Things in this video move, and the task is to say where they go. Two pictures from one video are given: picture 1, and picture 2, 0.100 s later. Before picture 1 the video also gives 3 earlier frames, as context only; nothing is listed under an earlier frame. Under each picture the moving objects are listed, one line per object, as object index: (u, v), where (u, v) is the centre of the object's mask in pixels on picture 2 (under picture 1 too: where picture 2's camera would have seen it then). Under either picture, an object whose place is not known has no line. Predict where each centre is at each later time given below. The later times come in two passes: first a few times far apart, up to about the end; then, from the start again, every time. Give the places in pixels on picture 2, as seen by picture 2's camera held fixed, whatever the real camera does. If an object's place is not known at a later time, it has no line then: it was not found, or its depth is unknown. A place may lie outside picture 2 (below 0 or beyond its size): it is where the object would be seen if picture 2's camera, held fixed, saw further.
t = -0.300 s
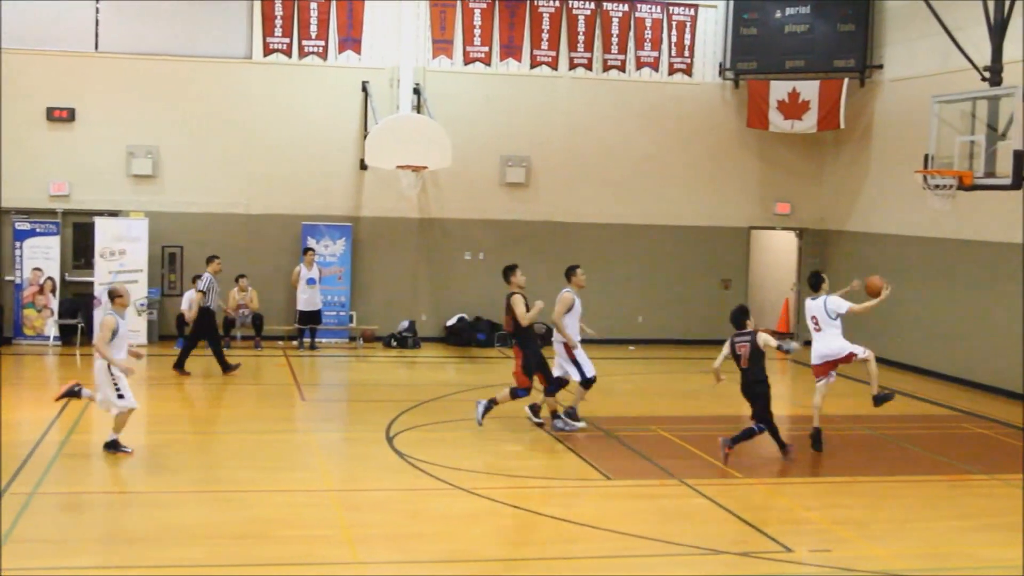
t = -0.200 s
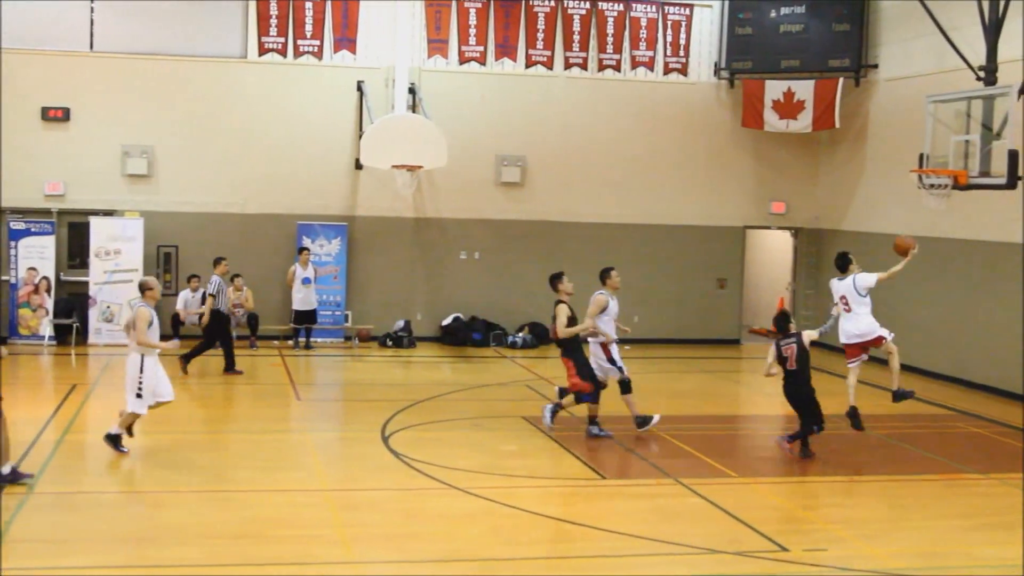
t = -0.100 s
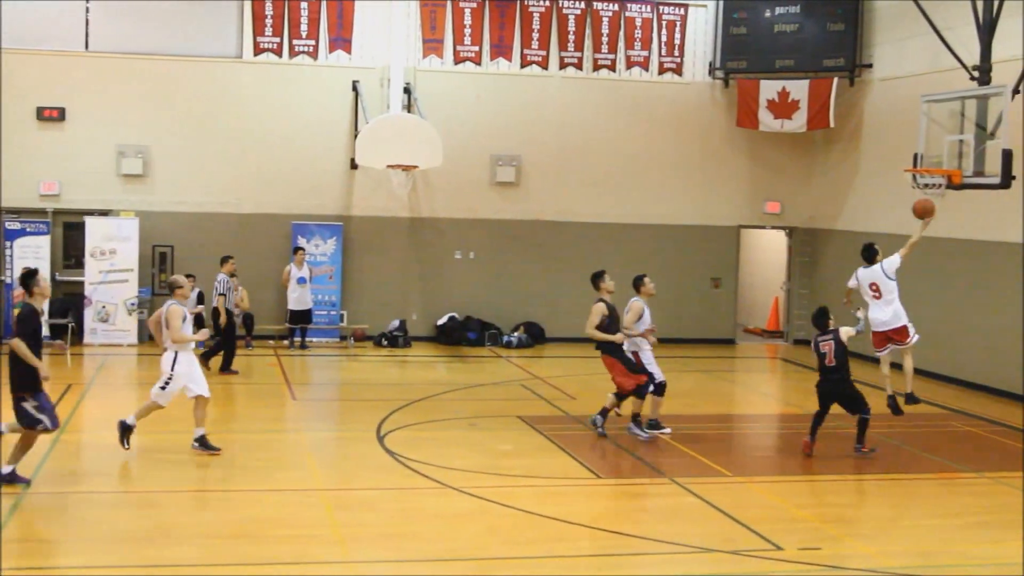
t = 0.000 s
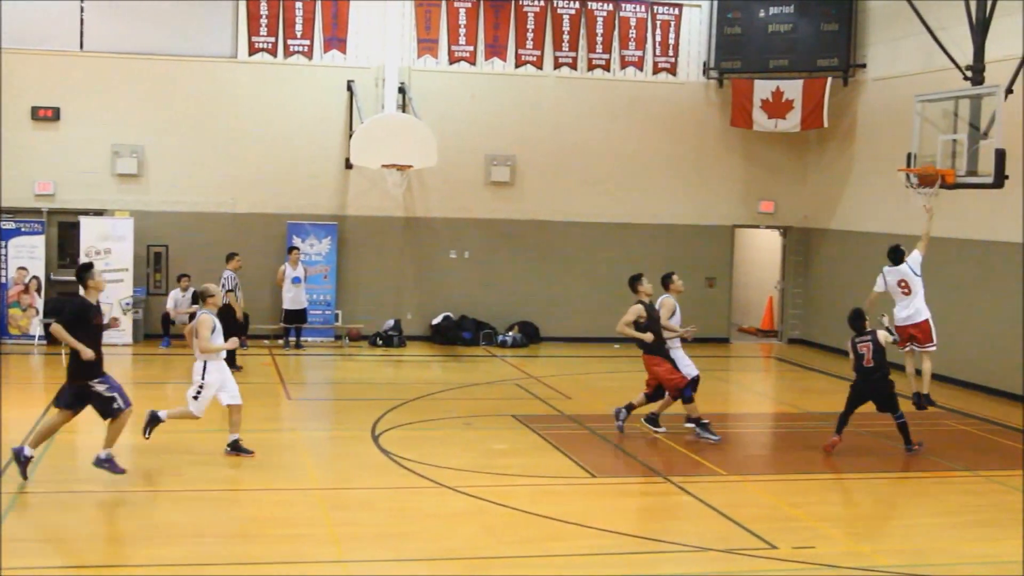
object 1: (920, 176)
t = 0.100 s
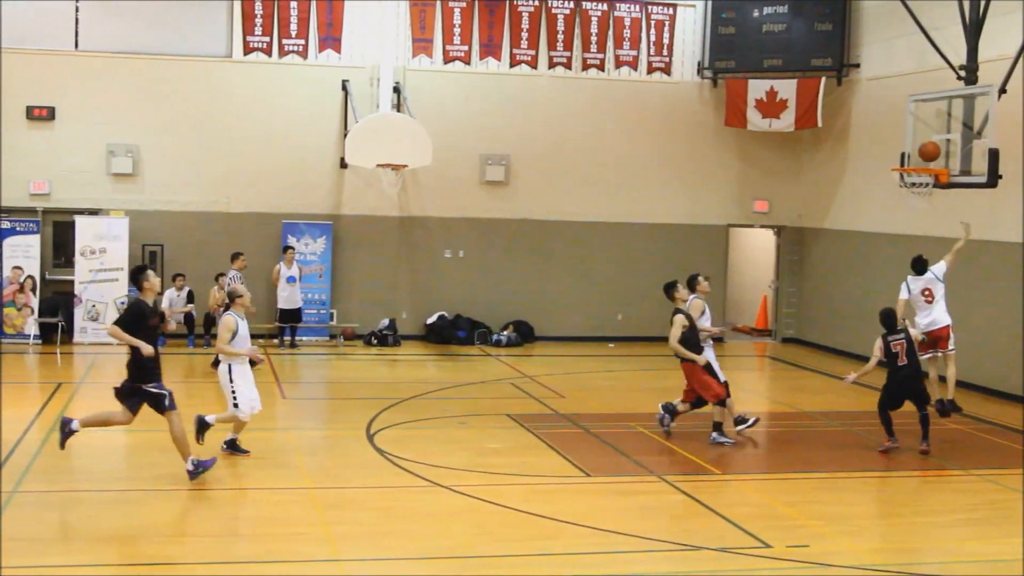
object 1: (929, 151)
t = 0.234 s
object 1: (940, 134)
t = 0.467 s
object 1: (906, 136)
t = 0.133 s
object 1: (932, 146)
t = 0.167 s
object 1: (934, 141)
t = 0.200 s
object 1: (937, 137)
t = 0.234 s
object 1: (940, 134)
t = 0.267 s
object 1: (940, 132)
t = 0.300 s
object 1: (934, 130)
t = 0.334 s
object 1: (928, 129)
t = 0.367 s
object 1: (923, 130)
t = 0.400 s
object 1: (917, 131)
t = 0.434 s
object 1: (911, 133)
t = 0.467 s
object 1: (906, 136)
